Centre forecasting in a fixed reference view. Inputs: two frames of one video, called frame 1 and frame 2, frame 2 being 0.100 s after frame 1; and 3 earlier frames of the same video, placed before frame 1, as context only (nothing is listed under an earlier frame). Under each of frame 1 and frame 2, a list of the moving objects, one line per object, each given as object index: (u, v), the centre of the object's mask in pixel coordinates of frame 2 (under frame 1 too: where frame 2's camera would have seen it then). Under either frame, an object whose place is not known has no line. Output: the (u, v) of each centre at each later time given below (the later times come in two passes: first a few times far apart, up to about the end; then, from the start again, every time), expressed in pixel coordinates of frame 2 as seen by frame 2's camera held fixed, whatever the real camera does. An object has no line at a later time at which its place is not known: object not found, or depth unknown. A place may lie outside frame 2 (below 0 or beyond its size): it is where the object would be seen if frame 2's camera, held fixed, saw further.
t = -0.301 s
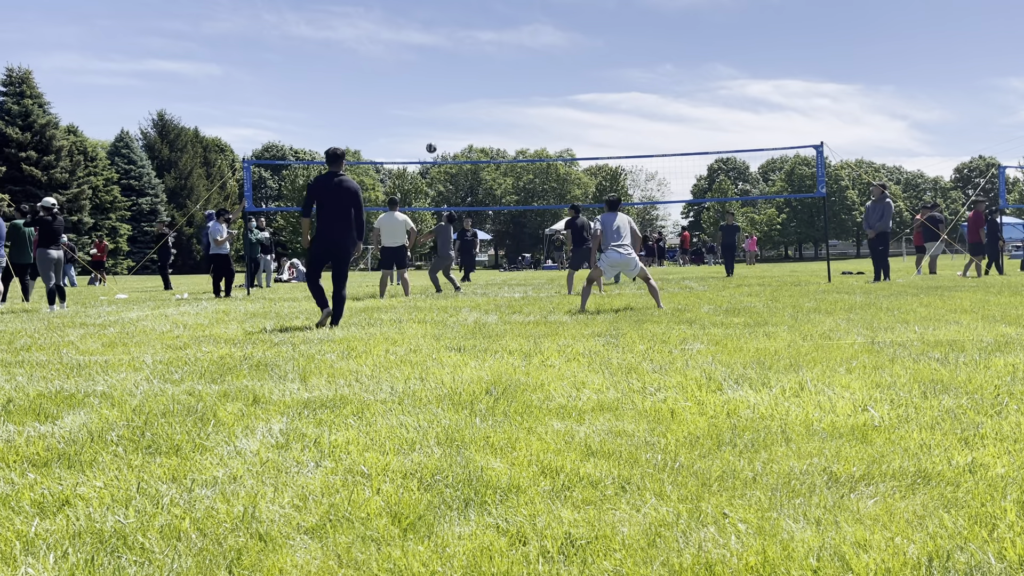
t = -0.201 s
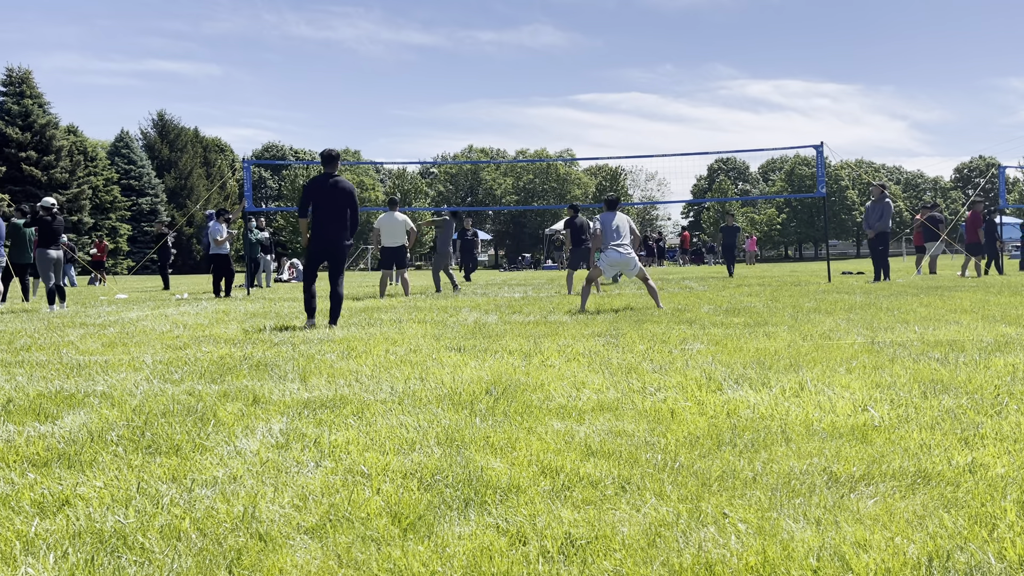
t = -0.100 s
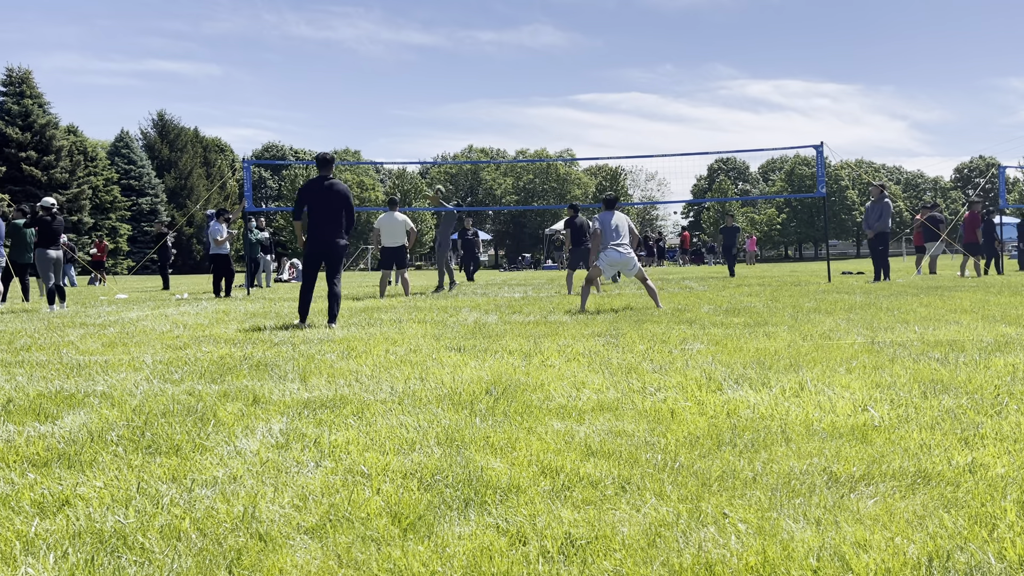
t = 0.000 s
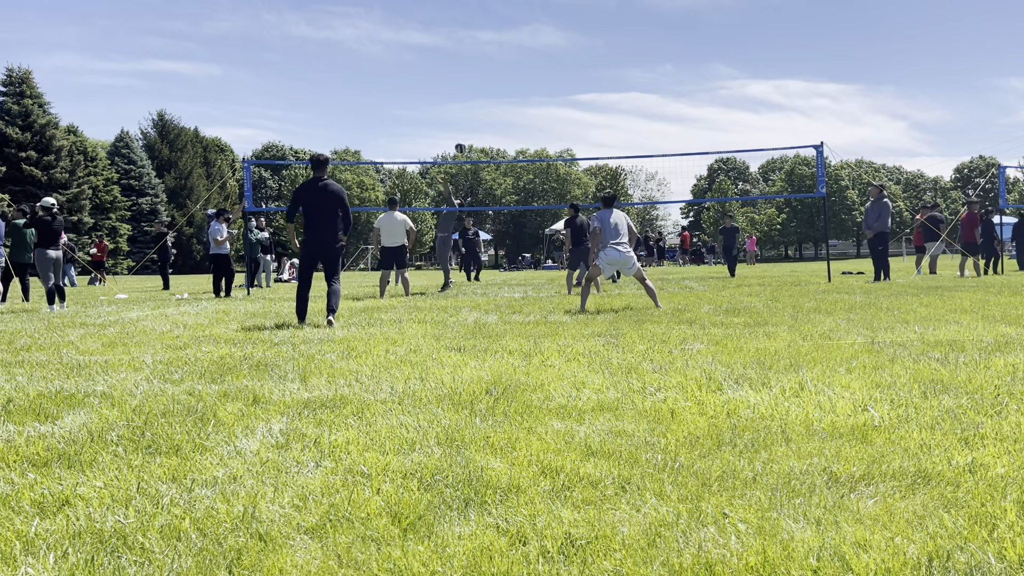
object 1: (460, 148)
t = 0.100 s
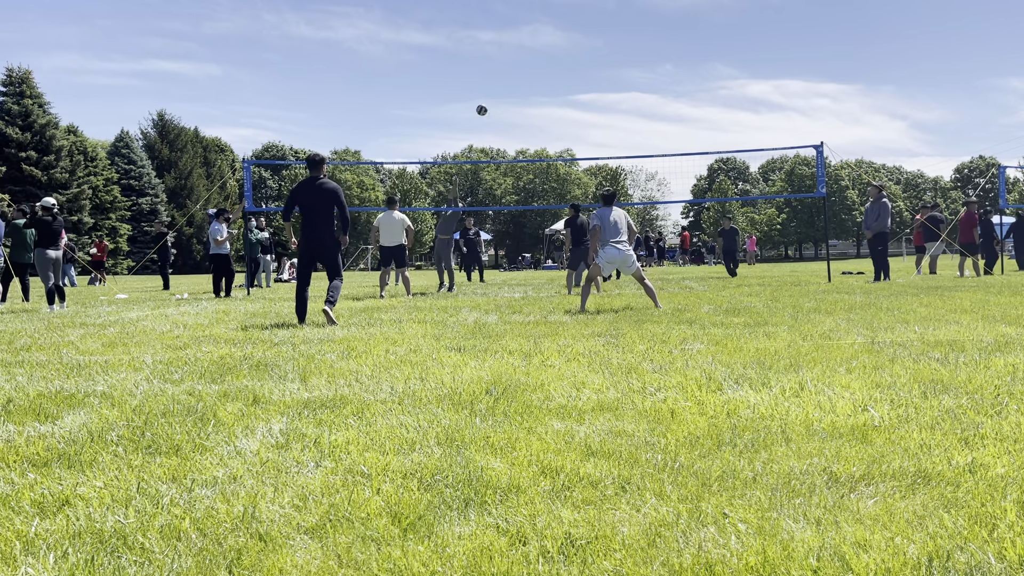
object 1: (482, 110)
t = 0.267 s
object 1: (517, 59)
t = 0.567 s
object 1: (579, 8)
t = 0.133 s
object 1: (489, 98)
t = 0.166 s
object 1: (496, 88)
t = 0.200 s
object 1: (503, 77)
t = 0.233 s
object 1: (510, 68)
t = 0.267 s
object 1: (517, 59)
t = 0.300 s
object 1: (524, 51)
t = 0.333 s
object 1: (531, 44)
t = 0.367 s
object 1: (538, 37)
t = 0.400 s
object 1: (545, 31)
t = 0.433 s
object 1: (552, 25)
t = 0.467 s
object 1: (559, 20)
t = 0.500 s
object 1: (566, 15)
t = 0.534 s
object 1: (572, 11)
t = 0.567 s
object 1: (579, 8)
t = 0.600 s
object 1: (586, 6)
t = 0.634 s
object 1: (593, 5)
